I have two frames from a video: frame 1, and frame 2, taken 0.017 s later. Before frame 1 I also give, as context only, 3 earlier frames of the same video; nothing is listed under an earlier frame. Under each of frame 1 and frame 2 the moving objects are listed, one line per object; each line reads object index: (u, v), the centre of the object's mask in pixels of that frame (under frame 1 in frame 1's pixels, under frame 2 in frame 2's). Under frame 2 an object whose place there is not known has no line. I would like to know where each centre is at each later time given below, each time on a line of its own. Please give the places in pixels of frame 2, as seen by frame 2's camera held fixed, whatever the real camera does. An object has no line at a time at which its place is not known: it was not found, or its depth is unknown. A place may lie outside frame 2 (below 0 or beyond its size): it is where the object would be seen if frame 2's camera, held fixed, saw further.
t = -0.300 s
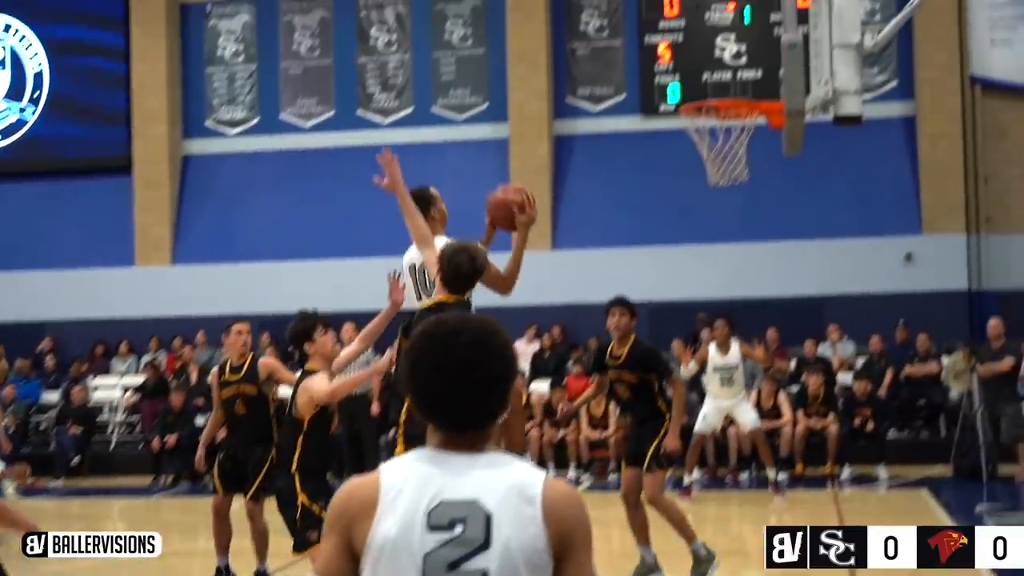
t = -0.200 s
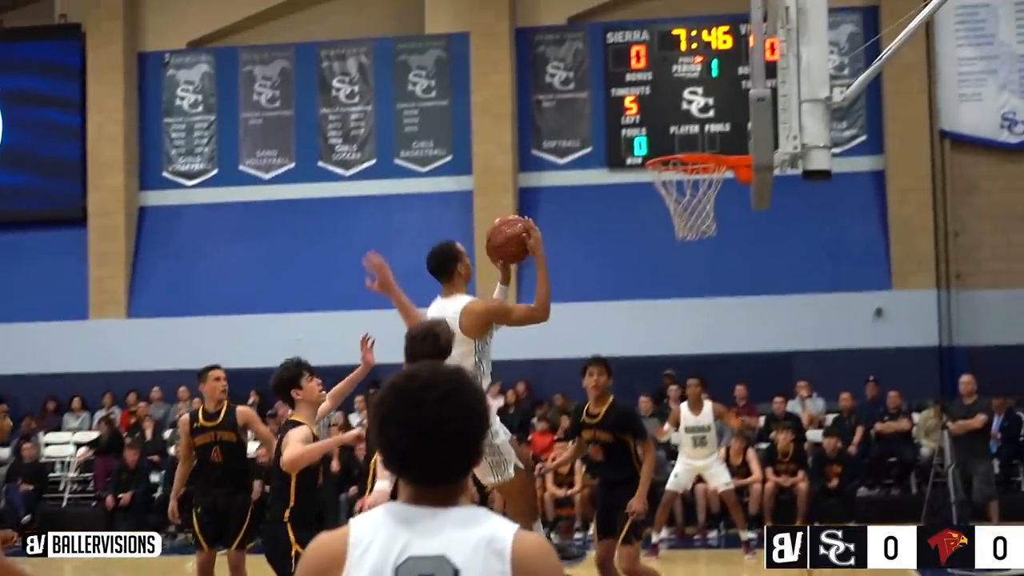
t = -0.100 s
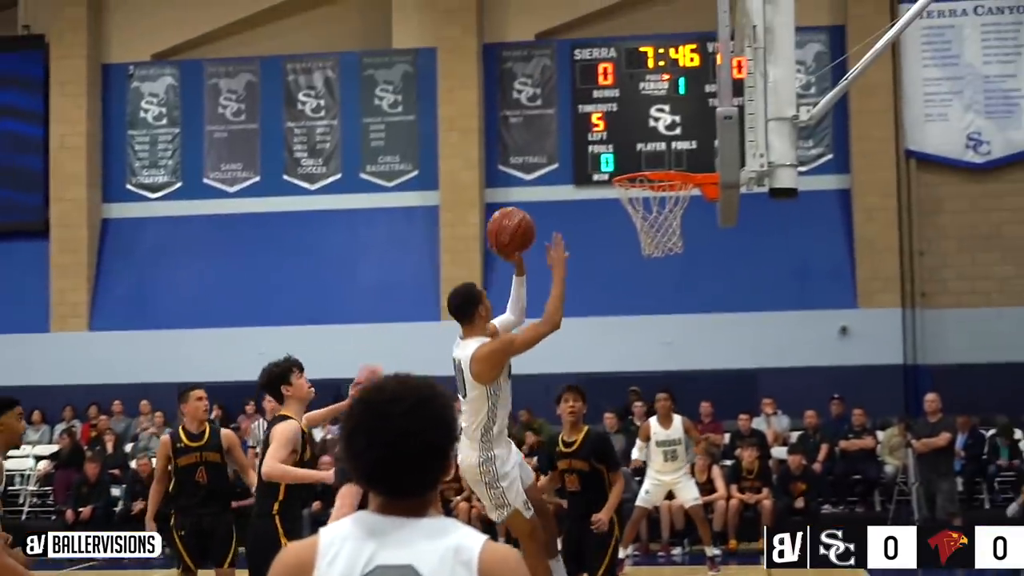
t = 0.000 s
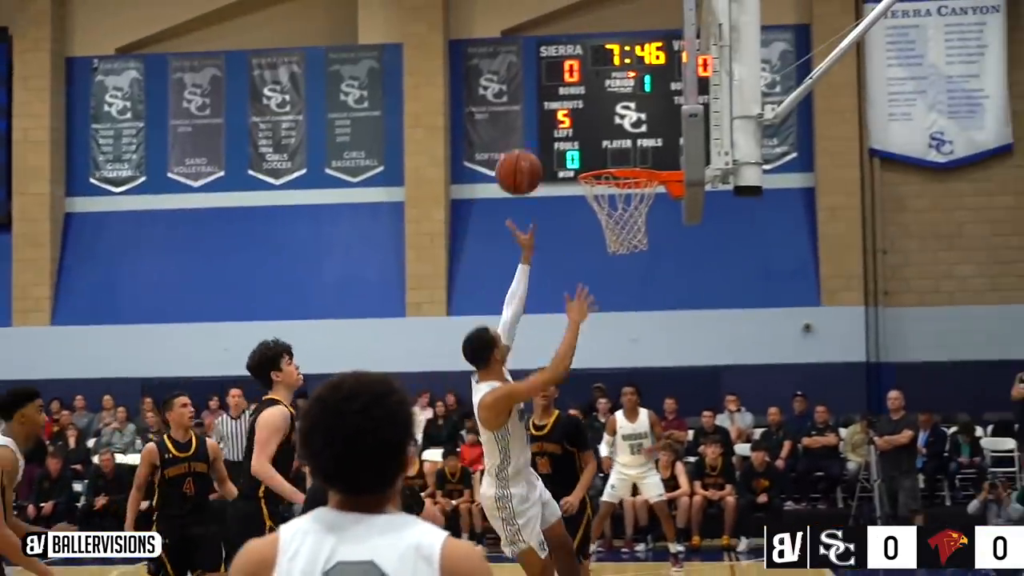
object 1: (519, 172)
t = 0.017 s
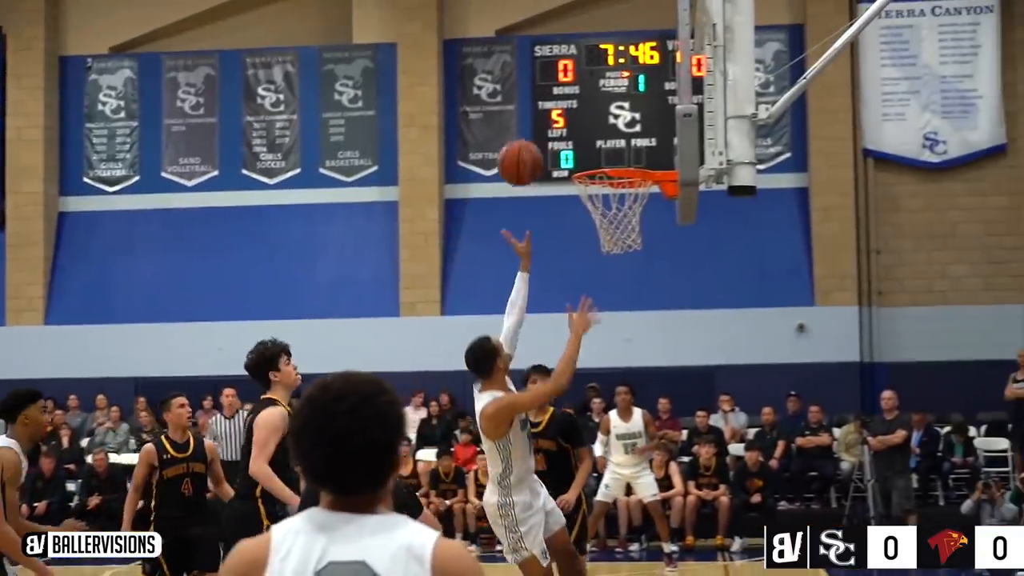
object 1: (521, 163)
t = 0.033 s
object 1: (529, 155)
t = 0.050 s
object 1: (538, 148)
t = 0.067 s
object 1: (547, 141)
